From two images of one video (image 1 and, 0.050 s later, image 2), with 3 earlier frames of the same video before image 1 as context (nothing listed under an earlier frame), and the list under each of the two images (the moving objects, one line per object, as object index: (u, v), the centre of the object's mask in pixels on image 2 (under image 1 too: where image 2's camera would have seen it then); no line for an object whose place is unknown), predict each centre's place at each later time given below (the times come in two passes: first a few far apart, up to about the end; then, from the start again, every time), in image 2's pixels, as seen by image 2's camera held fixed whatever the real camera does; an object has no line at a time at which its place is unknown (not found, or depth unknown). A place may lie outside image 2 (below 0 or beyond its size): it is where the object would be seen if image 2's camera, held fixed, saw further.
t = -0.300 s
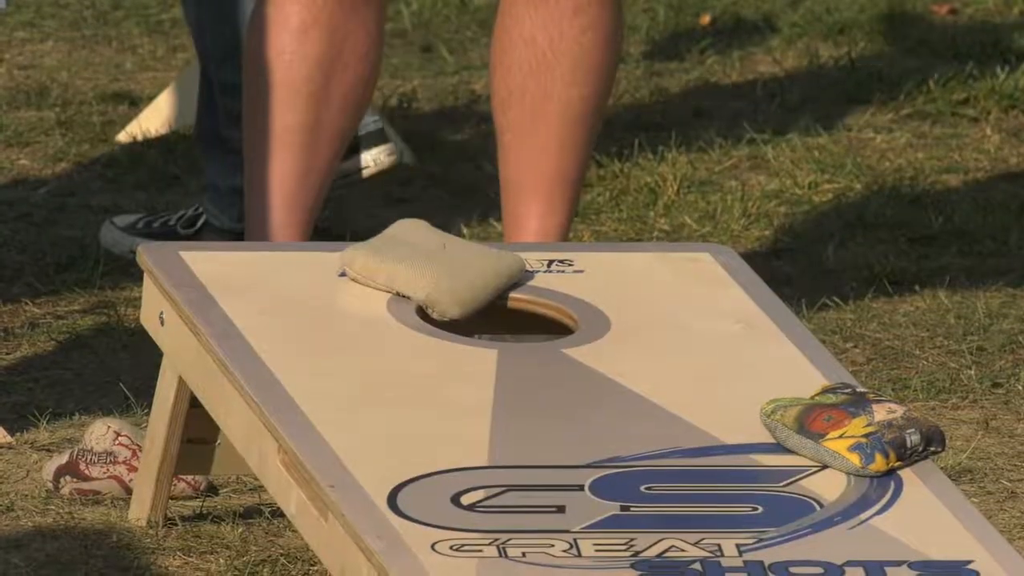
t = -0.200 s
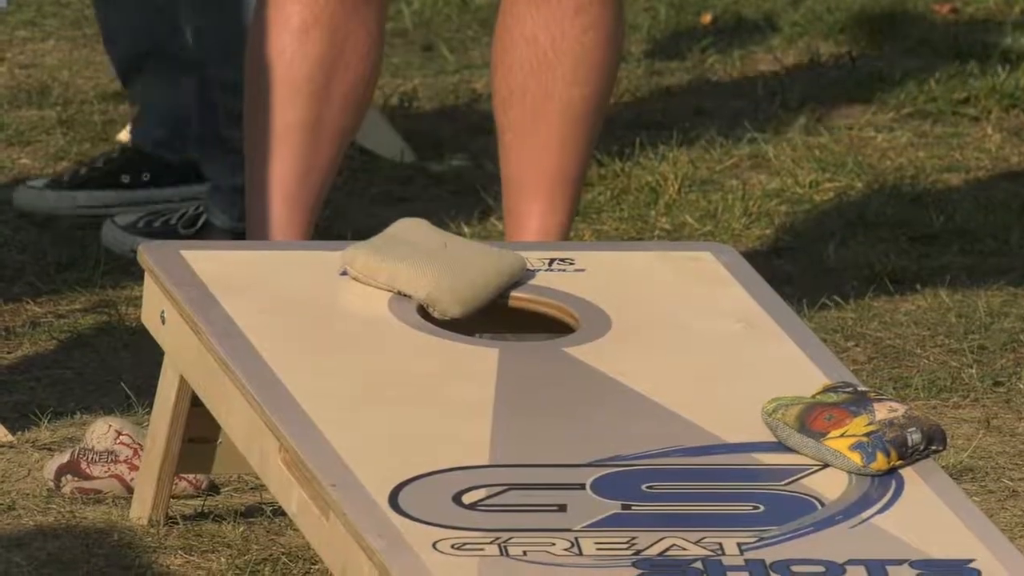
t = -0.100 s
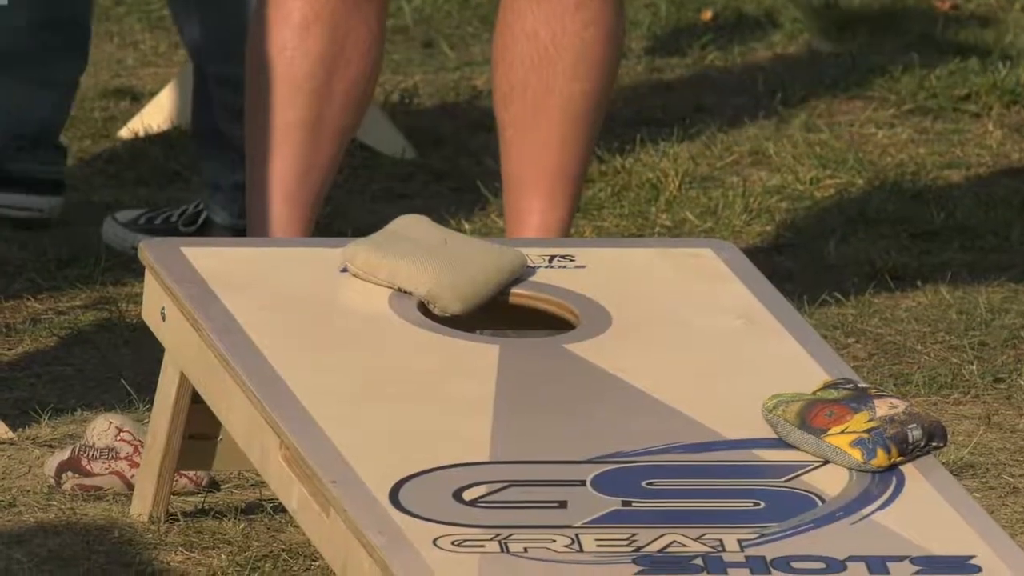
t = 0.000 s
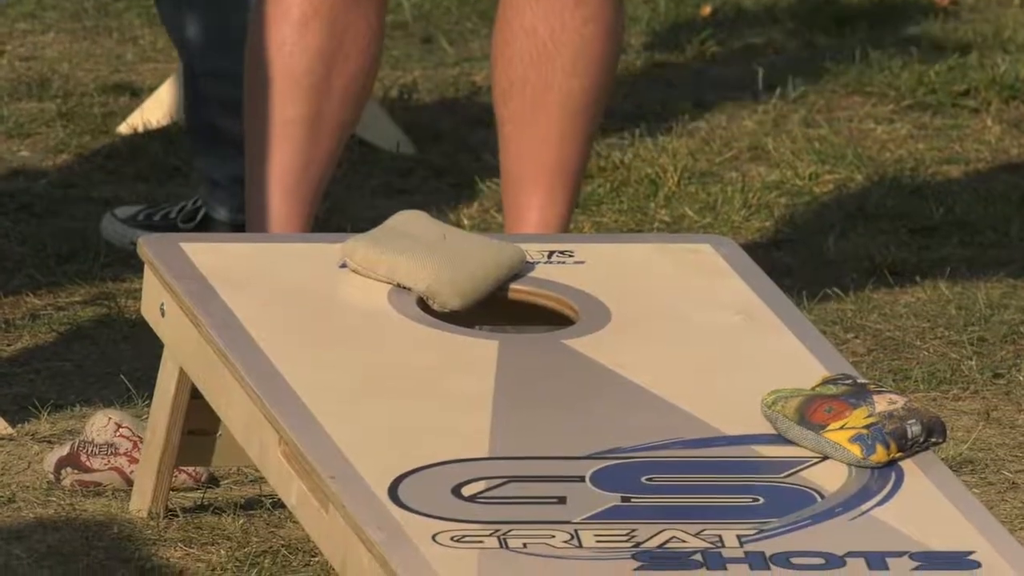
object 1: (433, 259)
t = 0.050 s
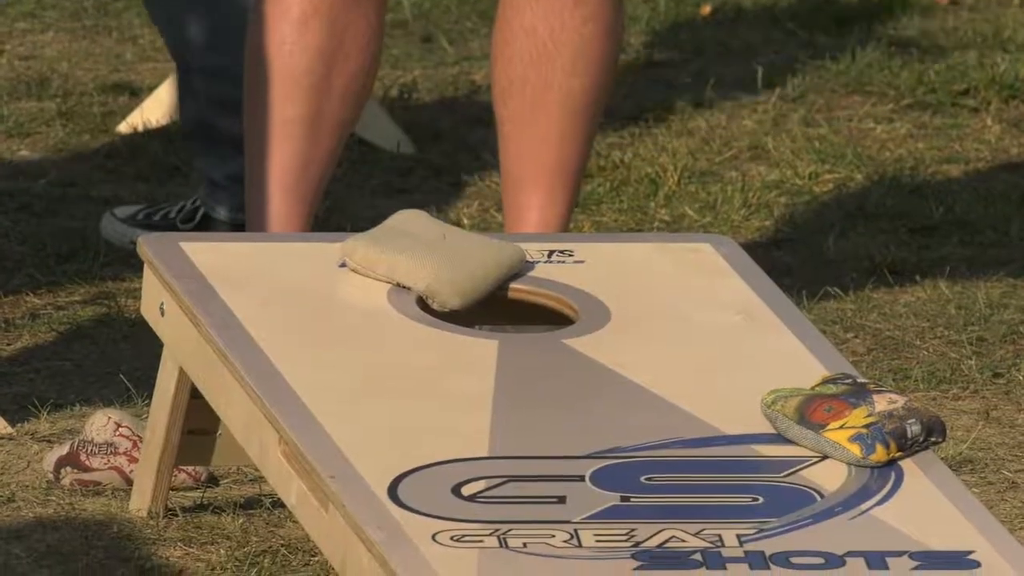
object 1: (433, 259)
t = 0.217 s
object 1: (433, 259)
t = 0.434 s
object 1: (436, 261)
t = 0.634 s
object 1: (441, 238)
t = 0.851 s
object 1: (449, 267)
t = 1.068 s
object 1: (452, 269)
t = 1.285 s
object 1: (456, 272)
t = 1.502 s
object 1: (465, 278)
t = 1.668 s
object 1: (477, 291)
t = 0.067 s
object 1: (433, 259)
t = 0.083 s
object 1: (433, 259)
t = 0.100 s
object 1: (433, 259)
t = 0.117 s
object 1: (433, 259)
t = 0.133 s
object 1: (433, 259)
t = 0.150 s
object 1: (433, 259)
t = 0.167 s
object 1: (433, 259)
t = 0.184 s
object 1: (433, 259)
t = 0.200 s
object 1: (433, 259)
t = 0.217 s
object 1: (433, 259)
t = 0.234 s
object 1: (433, 259)
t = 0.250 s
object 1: (433, 259)
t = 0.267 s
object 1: (433, 259)
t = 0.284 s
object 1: (433, 259)
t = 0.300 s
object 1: (433, 259)
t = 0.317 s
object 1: (433, 259)
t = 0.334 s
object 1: (433, 259)
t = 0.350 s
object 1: (433, 259)
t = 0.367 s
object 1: (434, 259)
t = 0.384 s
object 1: (434, 260)
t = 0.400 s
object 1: (435, 261)
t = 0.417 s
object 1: (435, 261)
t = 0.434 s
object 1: (436, 261)
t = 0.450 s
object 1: (436, 262)
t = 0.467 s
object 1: (436, 261)
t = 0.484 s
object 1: (433, 258)
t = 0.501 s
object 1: (430, 254)
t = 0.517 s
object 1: (427, 251)
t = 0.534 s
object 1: (425, 249)
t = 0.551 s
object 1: (426, 247)
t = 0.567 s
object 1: (430, 246)
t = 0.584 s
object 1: (434, 243)
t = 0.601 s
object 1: (438, 241)
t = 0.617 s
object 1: (439, 239)
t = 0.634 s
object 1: (441, 238)
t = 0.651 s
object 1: (444, 241)
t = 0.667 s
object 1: (443, 243)
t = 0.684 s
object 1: (444, 244)
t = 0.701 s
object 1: (443, 246)
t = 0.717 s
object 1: (444, 249)
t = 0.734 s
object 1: (446, 253)
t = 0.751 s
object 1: (446, 256)
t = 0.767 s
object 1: (446, 259)
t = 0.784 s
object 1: (447, 263)
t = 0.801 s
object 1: (448, 266)
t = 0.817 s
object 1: (448, 267)
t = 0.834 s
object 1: (449, 267)
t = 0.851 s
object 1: (449, 267)
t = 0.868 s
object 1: (449, 267)
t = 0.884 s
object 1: (449, 267)
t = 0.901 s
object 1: (450, 267)
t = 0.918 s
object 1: (450, 267)
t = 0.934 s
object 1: (450, 268)
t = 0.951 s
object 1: (450, 268)
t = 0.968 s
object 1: (450, 268)
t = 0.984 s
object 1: (451, 268)
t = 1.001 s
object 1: (451, 268)
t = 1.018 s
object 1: (451, 269)
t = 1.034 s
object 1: (452, 269)
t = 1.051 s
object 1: (452, 269)
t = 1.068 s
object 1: (452, 269)
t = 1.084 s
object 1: (452, 269)
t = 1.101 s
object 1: (452, 269)
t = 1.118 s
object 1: (452, 270)
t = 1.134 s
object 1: (453, 270)
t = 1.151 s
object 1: (453, 270)
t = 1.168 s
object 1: (453, 270)
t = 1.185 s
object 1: (453, 270)
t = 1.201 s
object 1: (454, 271)
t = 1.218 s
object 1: (455, 272)
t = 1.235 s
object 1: (455, 272)
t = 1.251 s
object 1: (455, 272)
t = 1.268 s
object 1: (456, 272)
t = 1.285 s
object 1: (456, 272)
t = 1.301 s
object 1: (456, 272)
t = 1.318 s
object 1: (457, 273)
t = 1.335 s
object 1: (458, 274)
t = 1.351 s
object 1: (458, 274)
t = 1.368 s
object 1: (459, 274)
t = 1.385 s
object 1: (459, 275)
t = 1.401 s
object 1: (461, 275)
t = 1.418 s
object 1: (461, 276)
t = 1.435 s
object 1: (462, 276)
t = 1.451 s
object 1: (463, 277)
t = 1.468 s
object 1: (463, 277)
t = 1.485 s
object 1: (464, 278)
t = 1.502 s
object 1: (465, 278)
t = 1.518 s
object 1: (466, 278)
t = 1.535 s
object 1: (467, 279)
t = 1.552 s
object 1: (468, 280)
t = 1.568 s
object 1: (469, 281)
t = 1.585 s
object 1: (470, 281)
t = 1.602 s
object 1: (471, 283)
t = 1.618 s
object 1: (472, 284)
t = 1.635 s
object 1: (473, 286)
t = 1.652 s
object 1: (475, 288)
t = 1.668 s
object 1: (477, 291)
